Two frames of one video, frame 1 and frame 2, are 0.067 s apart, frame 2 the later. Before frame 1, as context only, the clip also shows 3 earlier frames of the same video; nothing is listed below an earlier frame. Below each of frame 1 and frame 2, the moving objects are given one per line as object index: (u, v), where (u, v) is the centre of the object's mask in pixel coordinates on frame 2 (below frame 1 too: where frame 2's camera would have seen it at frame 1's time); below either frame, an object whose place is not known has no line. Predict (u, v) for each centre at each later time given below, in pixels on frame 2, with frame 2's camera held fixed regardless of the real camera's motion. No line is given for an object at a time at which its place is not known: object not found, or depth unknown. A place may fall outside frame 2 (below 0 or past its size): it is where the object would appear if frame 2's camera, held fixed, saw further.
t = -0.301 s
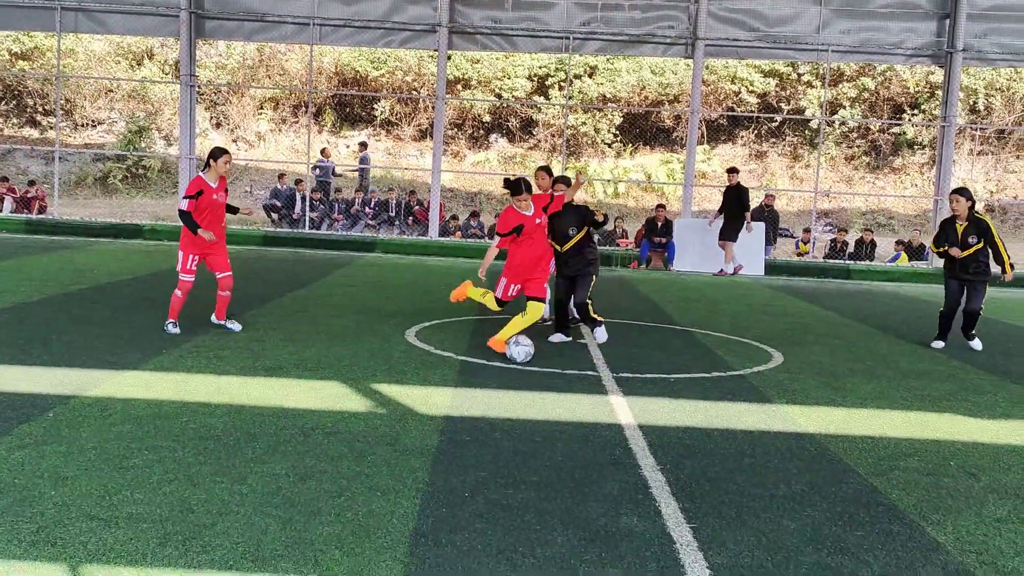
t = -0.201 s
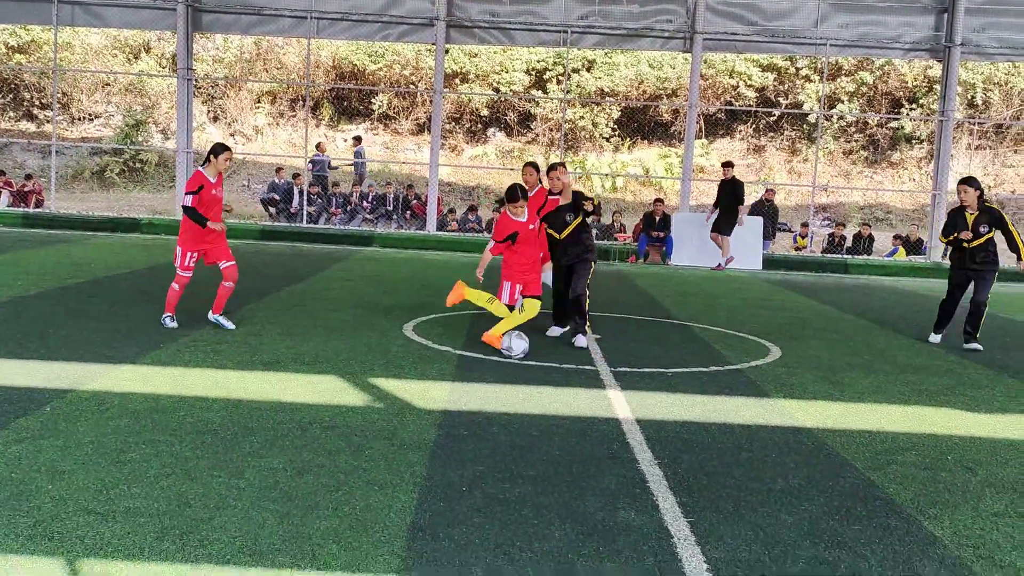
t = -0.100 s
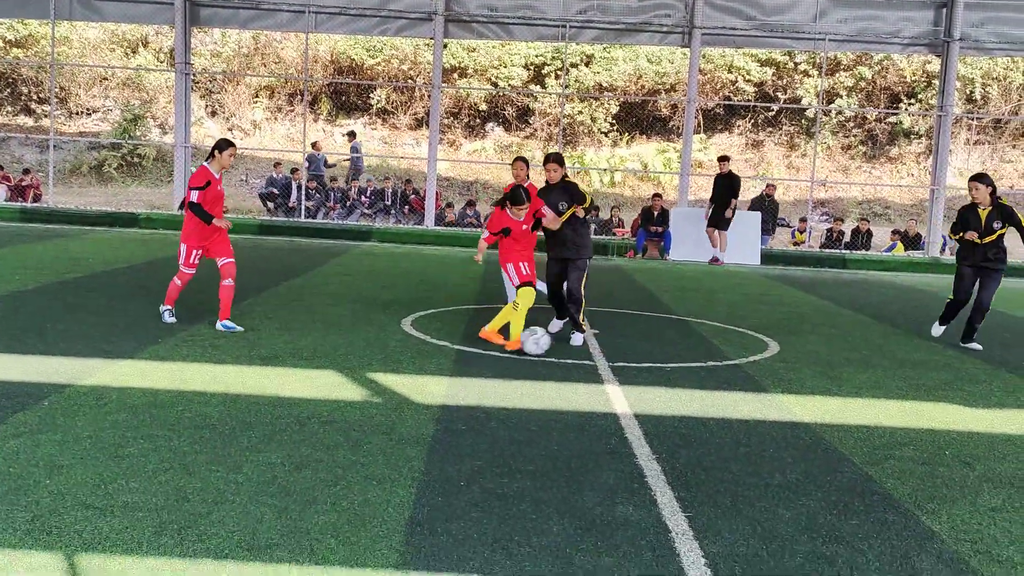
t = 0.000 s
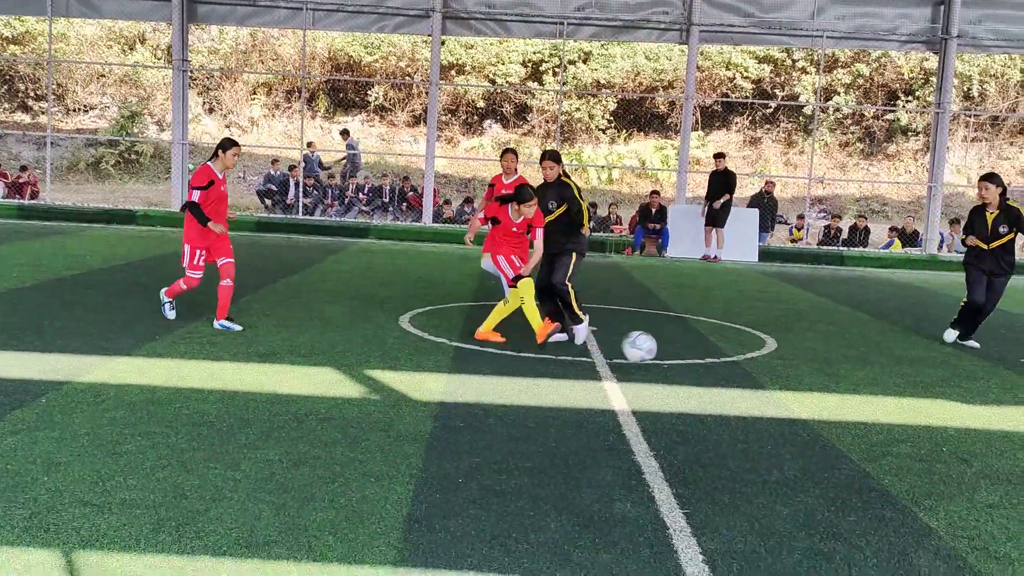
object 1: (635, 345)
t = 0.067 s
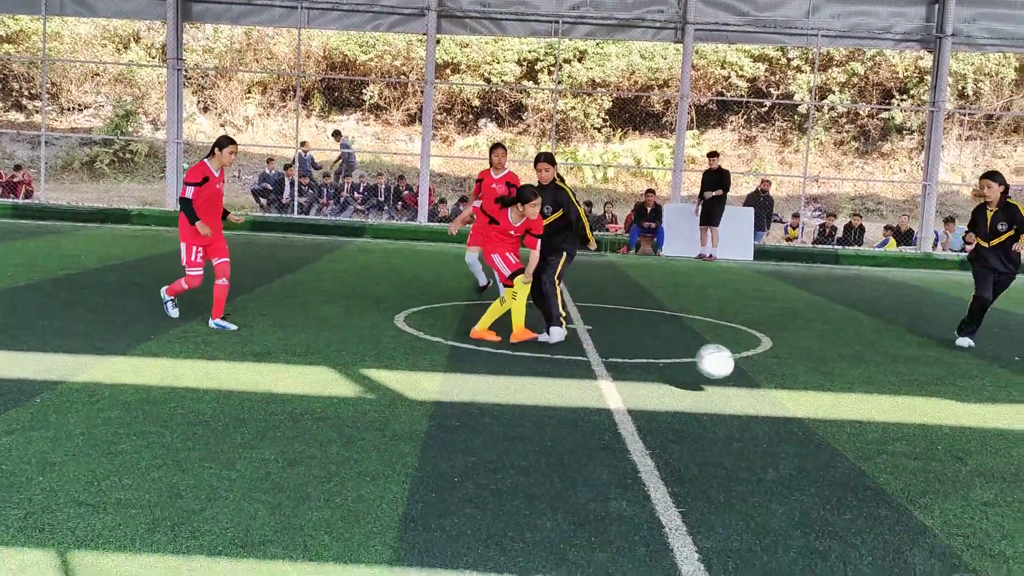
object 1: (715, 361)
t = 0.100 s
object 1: (760, 371)
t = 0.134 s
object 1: (806, 383)
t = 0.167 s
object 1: (855, 398)
